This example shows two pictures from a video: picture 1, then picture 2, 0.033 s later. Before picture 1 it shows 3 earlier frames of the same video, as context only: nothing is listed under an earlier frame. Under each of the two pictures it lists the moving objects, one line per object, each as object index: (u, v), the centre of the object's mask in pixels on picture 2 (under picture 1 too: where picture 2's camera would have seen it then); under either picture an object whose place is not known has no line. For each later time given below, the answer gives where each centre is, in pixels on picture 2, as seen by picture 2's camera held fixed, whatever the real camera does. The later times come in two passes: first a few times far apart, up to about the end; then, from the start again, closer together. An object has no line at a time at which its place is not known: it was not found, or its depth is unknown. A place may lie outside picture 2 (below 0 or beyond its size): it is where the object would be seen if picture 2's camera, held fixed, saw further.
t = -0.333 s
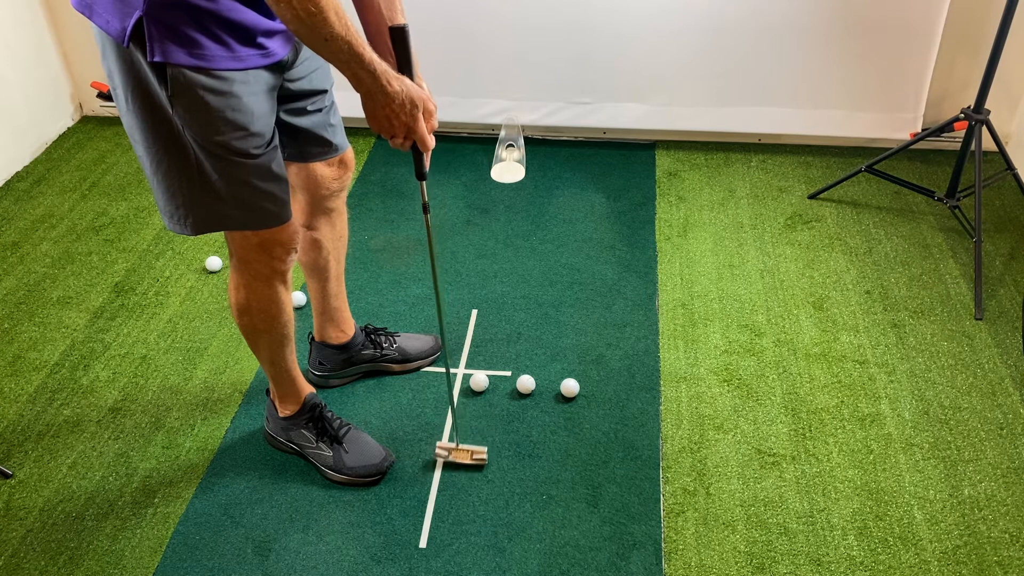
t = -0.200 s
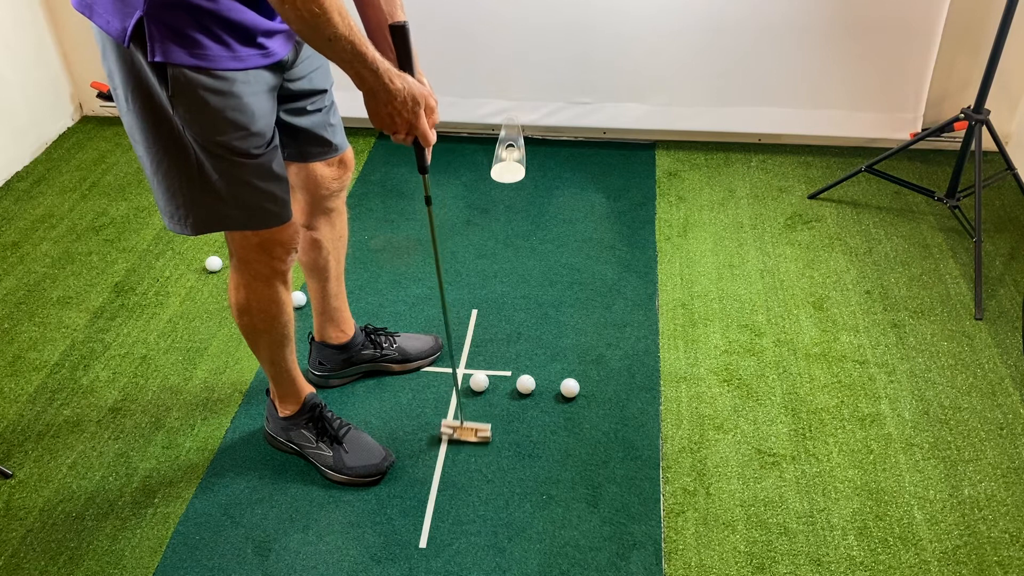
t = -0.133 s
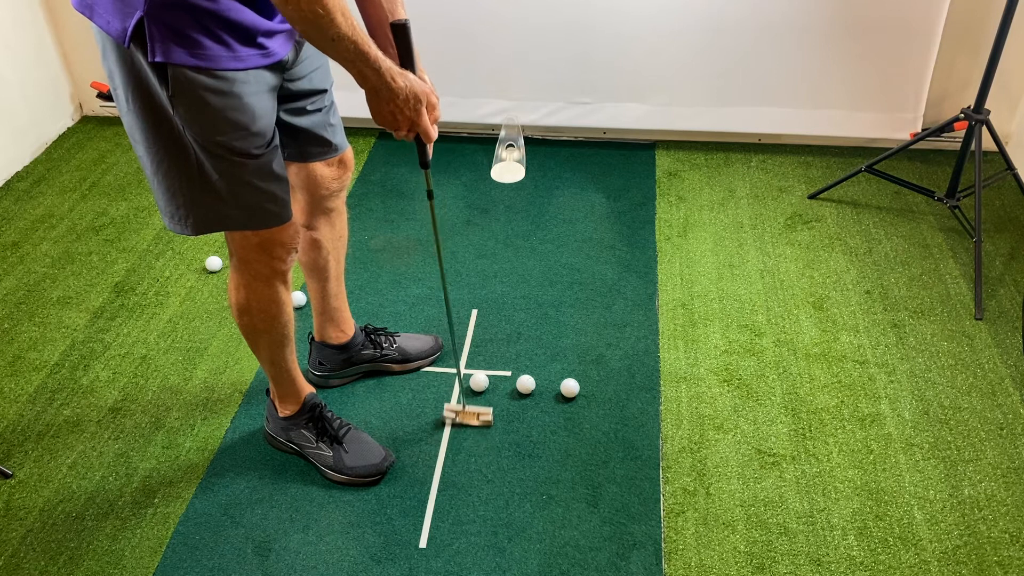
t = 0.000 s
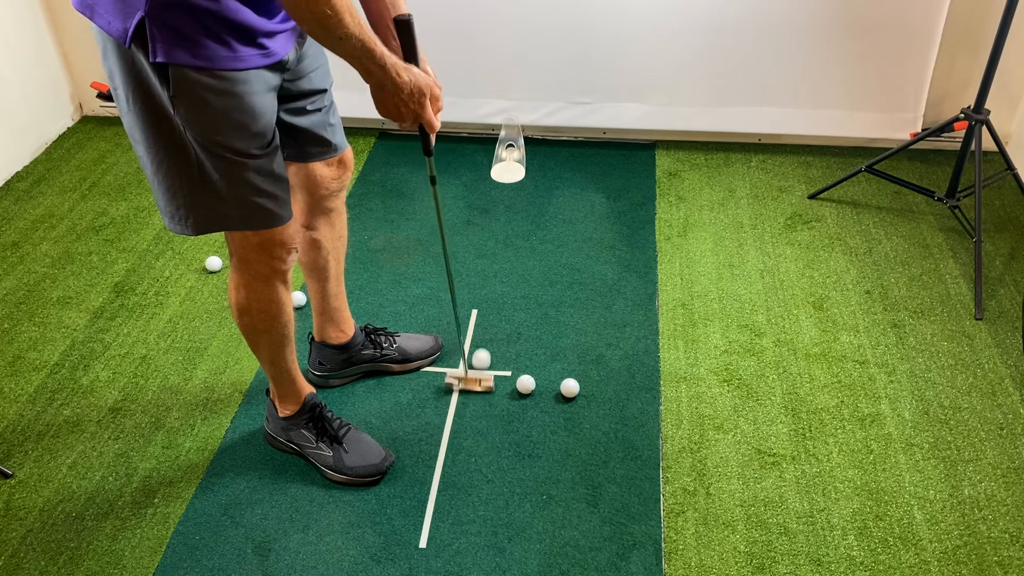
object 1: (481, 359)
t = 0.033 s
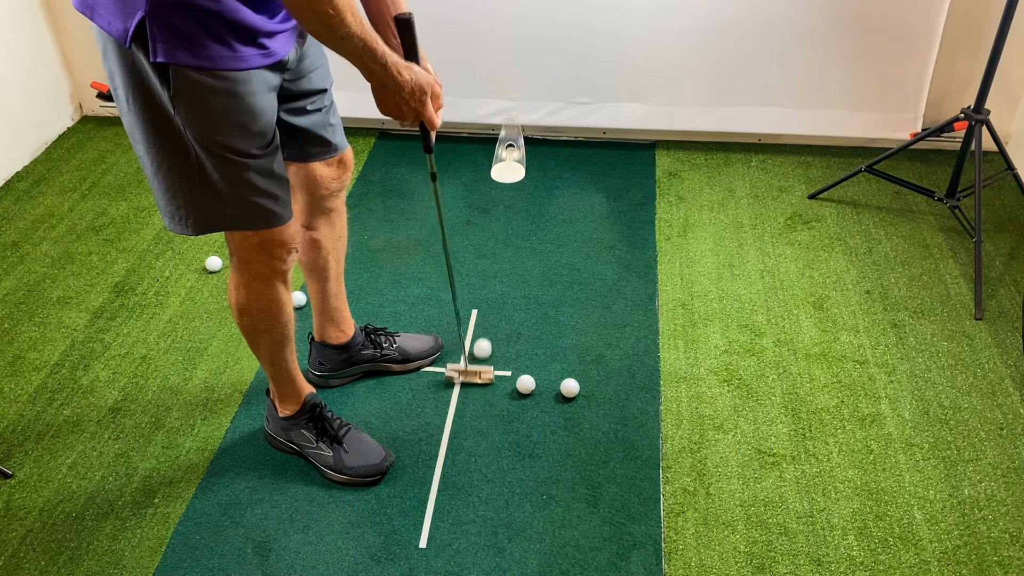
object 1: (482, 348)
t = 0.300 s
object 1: (489, 284)
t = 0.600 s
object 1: (494, 229)
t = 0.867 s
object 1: (497, 191)
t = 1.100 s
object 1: (499, 164)
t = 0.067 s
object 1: (483, 339)
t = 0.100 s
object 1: (484, 330)
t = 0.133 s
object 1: (485, 322)
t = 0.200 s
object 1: (487, 306)
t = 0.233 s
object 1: (488, 298)
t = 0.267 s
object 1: (488, 291)
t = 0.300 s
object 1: (489, 284)
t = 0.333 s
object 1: (490, 277)
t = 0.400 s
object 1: (491, 264)
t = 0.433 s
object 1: (492, 258)
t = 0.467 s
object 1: (492, 252)
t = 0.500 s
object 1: (493, 246)
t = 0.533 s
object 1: (493, 240)
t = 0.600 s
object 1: (494, 229)
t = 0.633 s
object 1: (495, 224)
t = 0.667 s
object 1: (495, 219)
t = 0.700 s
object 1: (495, 214)
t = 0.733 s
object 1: (496, 209)
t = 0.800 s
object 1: (496, 200)
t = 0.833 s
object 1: (497, 196)
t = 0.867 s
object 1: (497, 191)
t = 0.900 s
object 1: (497, 188)
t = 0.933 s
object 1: (497, 185)
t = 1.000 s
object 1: (498, 176)
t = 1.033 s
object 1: (499, 173)
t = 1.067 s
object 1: (499, 167)
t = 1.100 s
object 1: (499, 164)
